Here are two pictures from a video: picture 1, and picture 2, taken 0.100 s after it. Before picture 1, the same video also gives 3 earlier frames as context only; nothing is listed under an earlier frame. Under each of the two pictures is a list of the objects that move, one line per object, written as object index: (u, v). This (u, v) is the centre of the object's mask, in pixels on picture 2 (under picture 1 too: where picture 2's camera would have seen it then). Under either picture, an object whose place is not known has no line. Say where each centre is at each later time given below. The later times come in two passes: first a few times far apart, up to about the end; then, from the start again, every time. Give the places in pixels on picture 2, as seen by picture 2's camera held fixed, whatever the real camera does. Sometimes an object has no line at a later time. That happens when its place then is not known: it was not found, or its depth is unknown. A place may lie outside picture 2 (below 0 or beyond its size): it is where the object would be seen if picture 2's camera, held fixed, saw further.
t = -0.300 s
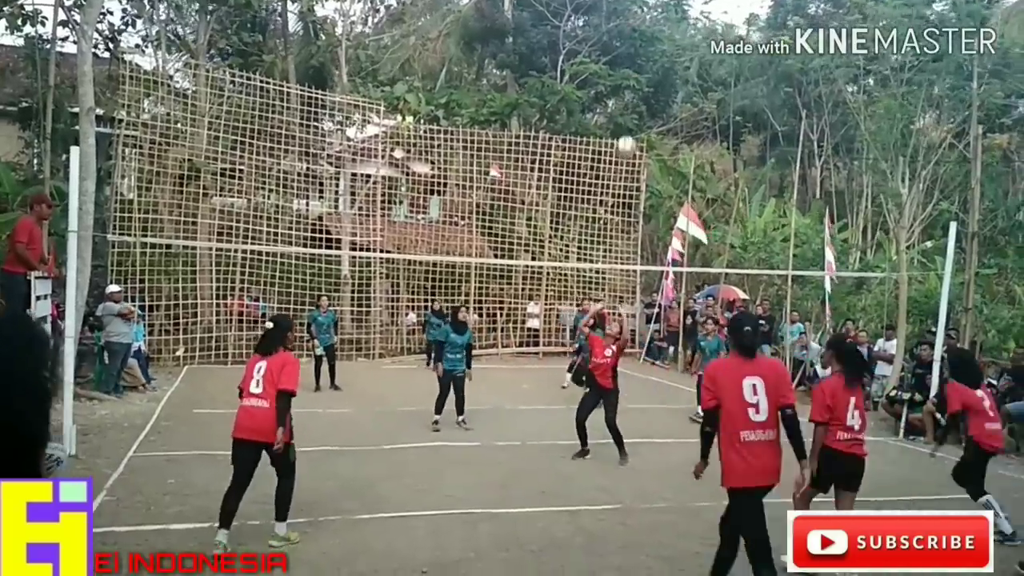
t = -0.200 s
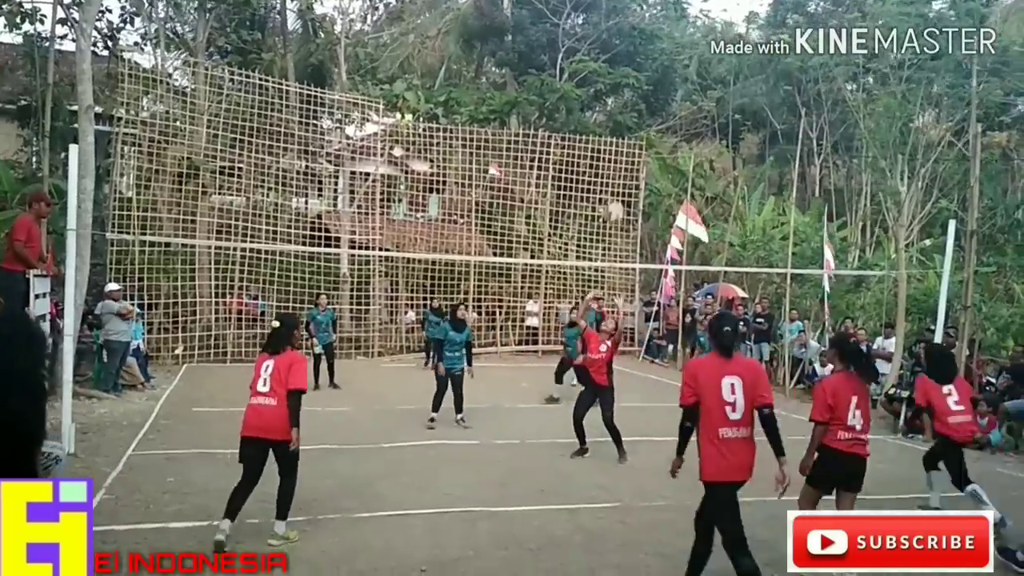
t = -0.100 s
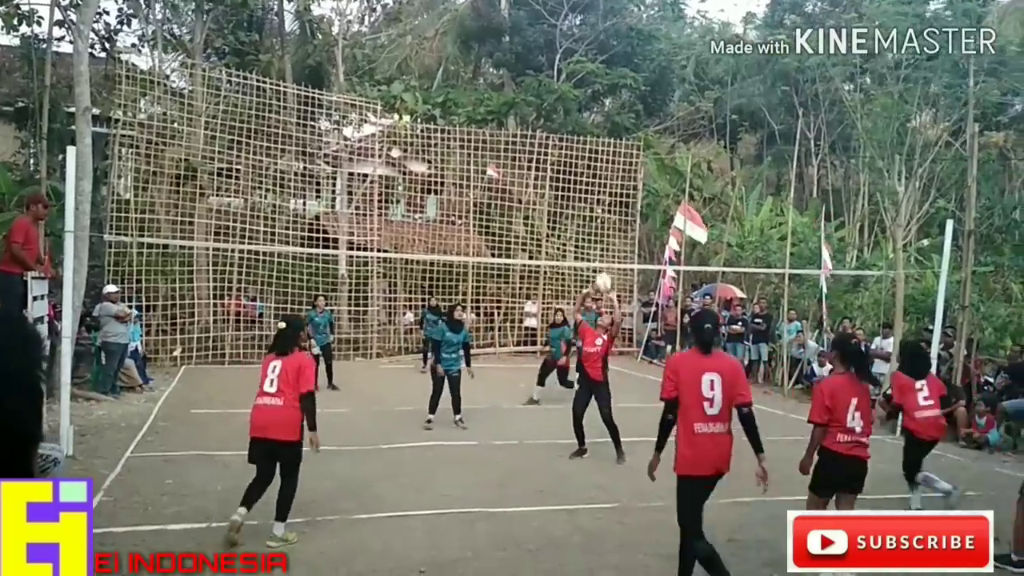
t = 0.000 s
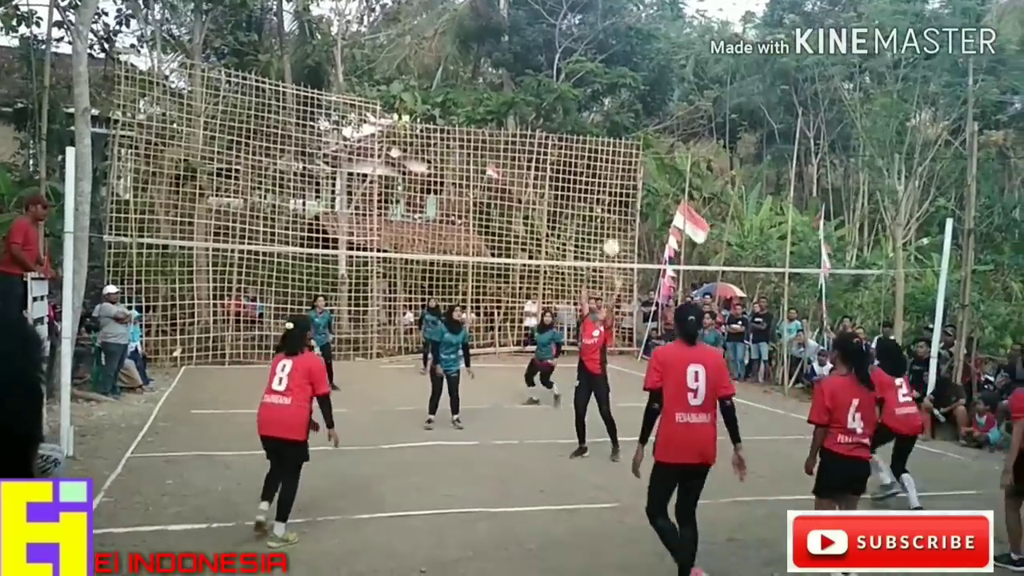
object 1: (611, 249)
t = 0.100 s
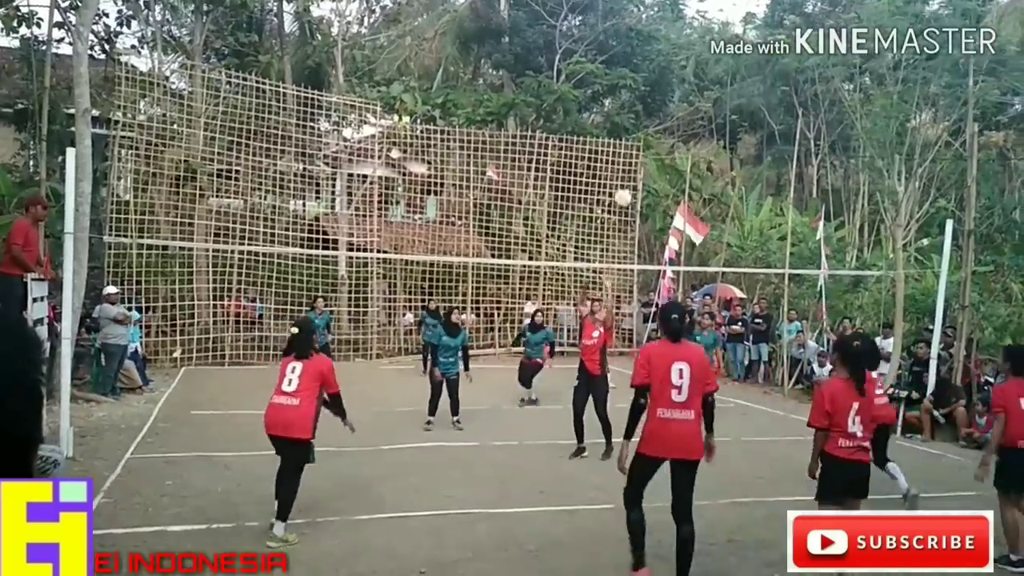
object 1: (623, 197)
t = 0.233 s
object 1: (637, 144)
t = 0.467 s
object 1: (659, 92)
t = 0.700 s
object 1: (676, 90)
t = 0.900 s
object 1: (688, 129)
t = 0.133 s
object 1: (627, 182)
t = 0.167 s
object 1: (630, 169)
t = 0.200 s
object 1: (634, 156)
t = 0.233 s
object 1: (637, 144)
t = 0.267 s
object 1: (641, 134)
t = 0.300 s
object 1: (644, 124)
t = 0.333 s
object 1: (647, 115)
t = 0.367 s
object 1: (650, 108)
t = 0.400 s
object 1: (653, 102)
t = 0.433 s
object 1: (656, 96)
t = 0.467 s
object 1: (659, 92)
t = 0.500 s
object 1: (661, 89)
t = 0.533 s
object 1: (663, 87)
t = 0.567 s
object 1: (666, 85)
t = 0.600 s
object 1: (669, 85)
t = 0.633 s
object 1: (672, 86)
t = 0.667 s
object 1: (673, 88)
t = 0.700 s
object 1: (676, 90)
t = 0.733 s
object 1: (678, 94)
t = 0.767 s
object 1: (680, 99)
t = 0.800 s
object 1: (682, 105)
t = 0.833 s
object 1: (684, 112)
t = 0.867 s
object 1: (687, 119)
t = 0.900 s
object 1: (688, 129)
